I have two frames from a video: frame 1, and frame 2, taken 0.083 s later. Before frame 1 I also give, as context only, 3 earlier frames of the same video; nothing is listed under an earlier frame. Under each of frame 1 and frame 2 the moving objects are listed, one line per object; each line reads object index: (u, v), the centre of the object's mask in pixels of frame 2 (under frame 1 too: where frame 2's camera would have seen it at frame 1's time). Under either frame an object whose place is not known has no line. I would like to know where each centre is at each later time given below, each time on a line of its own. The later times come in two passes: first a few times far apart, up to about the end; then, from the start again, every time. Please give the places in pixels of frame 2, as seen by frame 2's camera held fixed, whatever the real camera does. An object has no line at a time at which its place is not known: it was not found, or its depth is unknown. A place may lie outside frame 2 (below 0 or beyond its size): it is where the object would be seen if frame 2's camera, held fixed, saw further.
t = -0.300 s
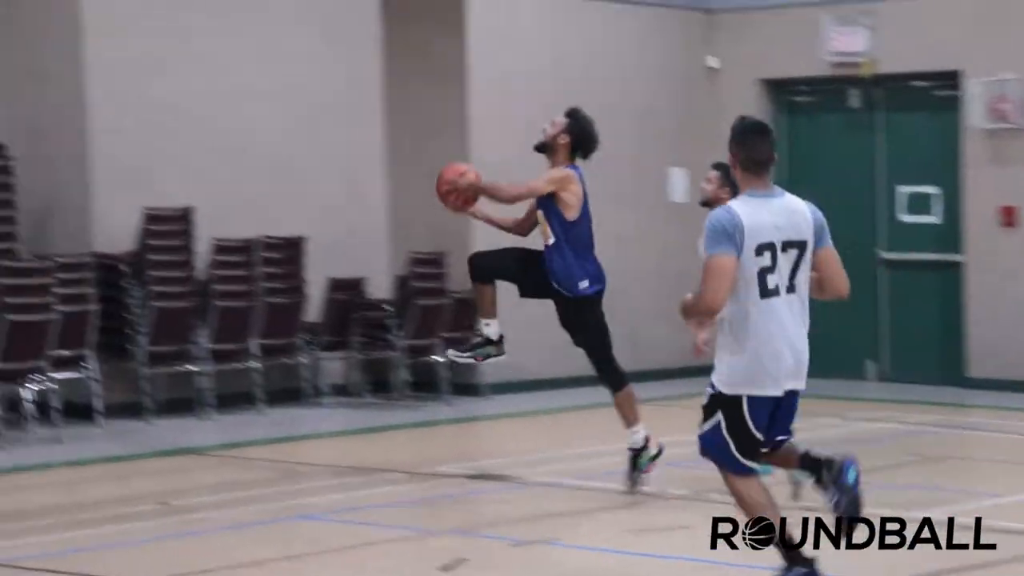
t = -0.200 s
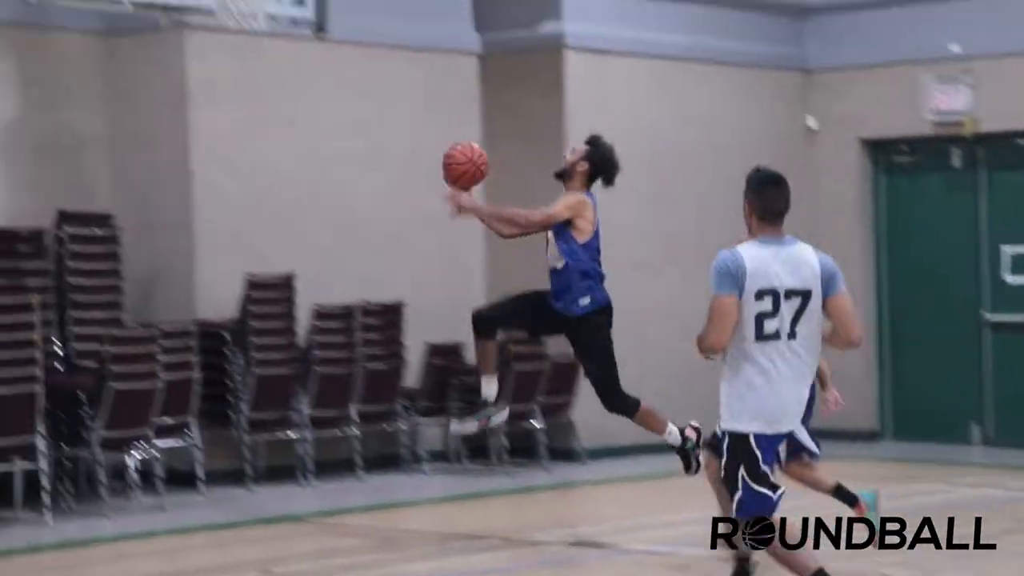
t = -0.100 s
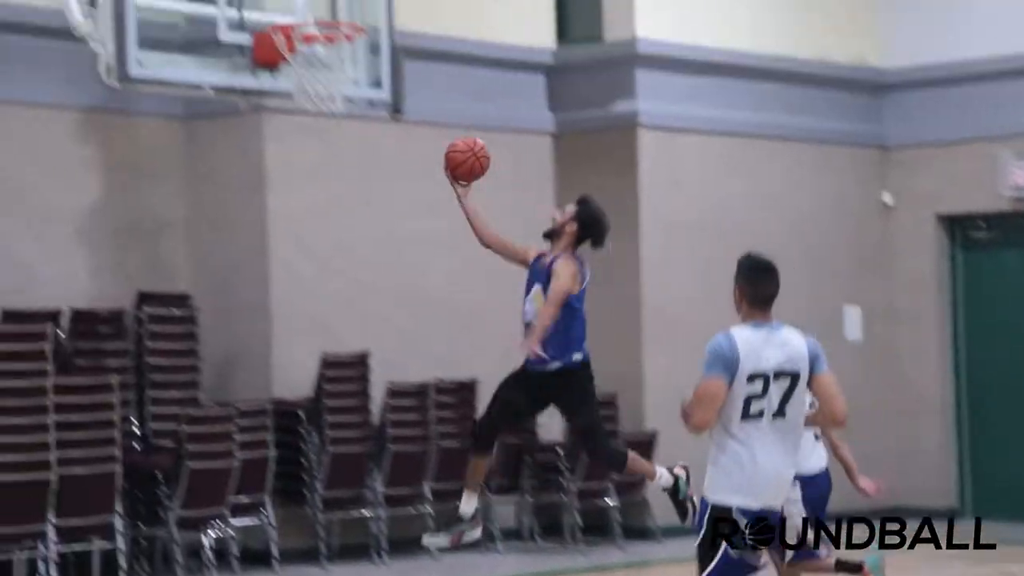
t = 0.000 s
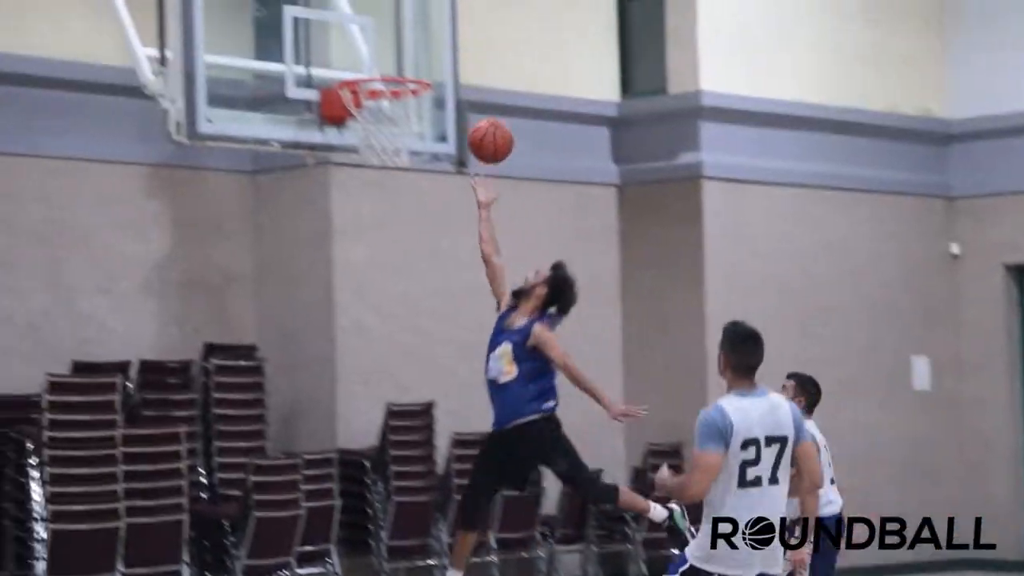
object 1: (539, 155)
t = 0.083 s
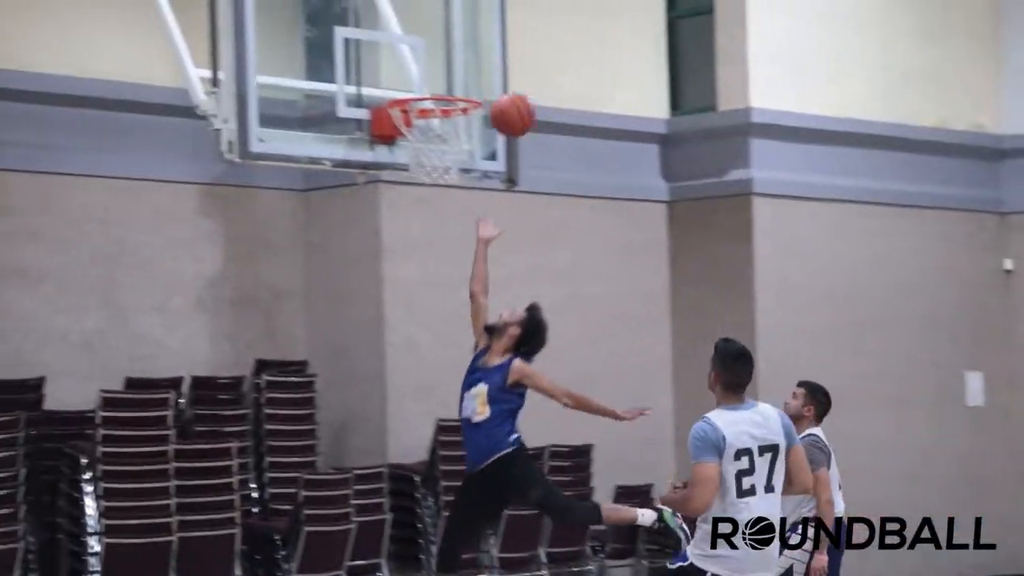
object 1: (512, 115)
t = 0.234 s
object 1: (465, 68)
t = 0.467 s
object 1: (429, 62)
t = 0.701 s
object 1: (430, 135)
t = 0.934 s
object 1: (454, 204)
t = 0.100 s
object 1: (507, 108)
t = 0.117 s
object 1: (502, 102)
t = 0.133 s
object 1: (497, 94)
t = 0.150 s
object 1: (491, 89)
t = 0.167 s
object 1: (485, 83)
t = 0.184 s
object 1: (480, 78)
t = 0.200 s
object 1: (475, 75)
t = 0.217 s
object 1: (470, 71)
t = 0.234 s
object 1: (465, 68)
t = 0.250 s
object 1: (460, 65)
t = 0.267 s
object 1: (455, 63)
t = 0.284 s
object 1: (450, 61)
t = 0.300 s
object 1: (444, 60)
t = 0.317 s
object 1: (439, 60)
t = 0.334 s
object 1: (435, 59)
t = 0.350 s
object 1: (430, 60)
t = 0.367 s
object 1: (427, 60)
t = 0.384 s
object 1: (427, 59)
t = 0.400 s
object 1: (427, 59)
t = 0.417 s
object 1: (427, 59)
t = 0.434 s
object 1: (428, 60)
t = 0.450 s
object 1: (428, 61)
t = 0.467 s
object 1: (429, 62)
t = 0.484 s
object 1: (429, 65)
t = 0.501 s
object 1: (429, 67)
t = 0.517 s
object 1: (429, 70)
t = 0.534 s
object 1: (429, 74)
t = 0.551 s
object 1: (428, 77)
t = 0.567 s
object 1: (429, 81)
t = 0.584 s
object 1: (428, 83)
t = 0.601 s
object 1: (428, 85)
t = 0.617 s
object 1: (429, 89)
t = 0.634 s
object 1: (431, 105)
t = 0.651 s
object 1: (434, 114)
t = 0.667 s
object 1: (428, 123)
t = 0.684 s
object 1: (428, 129)
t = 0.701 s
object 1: (430, 135)
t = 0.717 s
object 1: (431, 143)
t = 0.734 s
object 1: (432, 147)
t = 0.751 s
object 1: (432, 151)
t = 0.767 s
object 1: (434, 154)
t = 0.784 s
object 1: (436, 156)
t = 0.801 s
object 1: (437, 159)
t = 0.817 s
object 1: (441, 171)
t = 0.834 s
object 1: (443, 173)
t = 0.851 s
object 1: (445, 176)
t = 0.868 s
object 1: (446, 180)
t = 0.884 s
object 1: (448, 184)
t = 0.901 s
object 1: (450, 189)
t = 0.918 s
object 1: (452, 196)
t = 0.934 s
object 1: (454, 204)
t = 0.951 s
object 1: (457, 211)
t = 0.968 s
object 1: (459, 220)
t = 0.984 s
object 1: (461, 230)
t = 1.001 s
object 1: (463, 239)
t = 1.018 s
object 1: (465, 249)
